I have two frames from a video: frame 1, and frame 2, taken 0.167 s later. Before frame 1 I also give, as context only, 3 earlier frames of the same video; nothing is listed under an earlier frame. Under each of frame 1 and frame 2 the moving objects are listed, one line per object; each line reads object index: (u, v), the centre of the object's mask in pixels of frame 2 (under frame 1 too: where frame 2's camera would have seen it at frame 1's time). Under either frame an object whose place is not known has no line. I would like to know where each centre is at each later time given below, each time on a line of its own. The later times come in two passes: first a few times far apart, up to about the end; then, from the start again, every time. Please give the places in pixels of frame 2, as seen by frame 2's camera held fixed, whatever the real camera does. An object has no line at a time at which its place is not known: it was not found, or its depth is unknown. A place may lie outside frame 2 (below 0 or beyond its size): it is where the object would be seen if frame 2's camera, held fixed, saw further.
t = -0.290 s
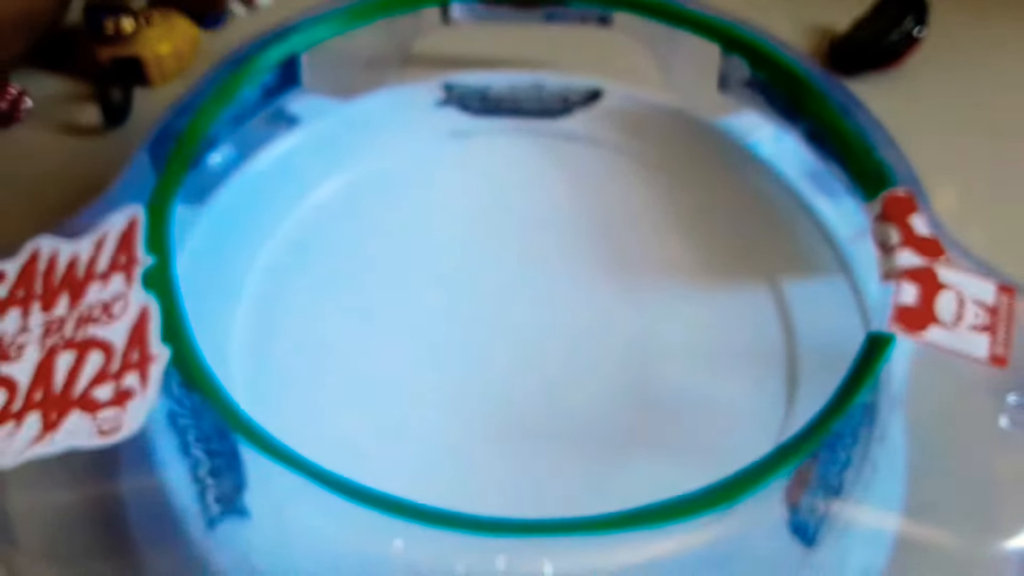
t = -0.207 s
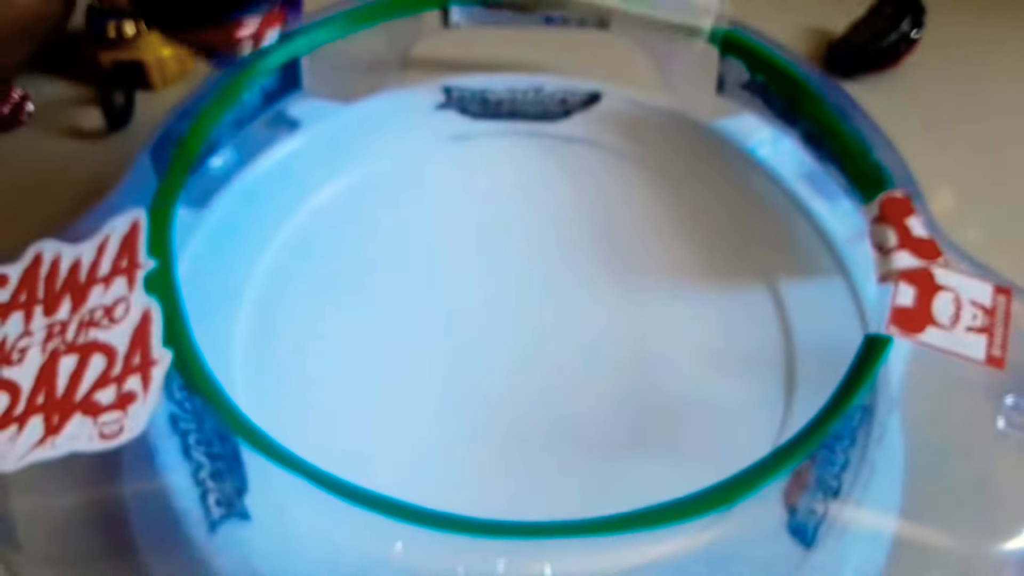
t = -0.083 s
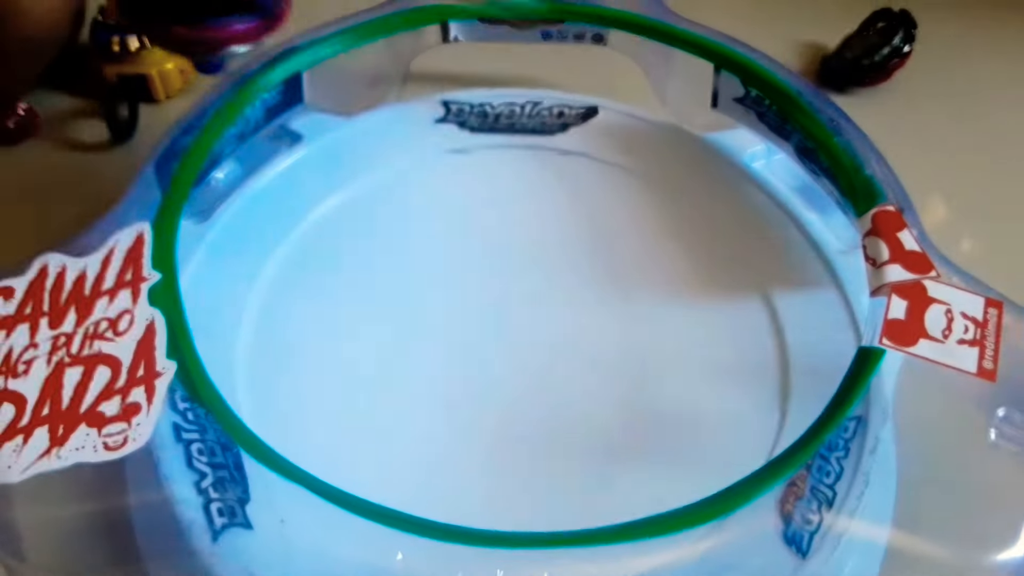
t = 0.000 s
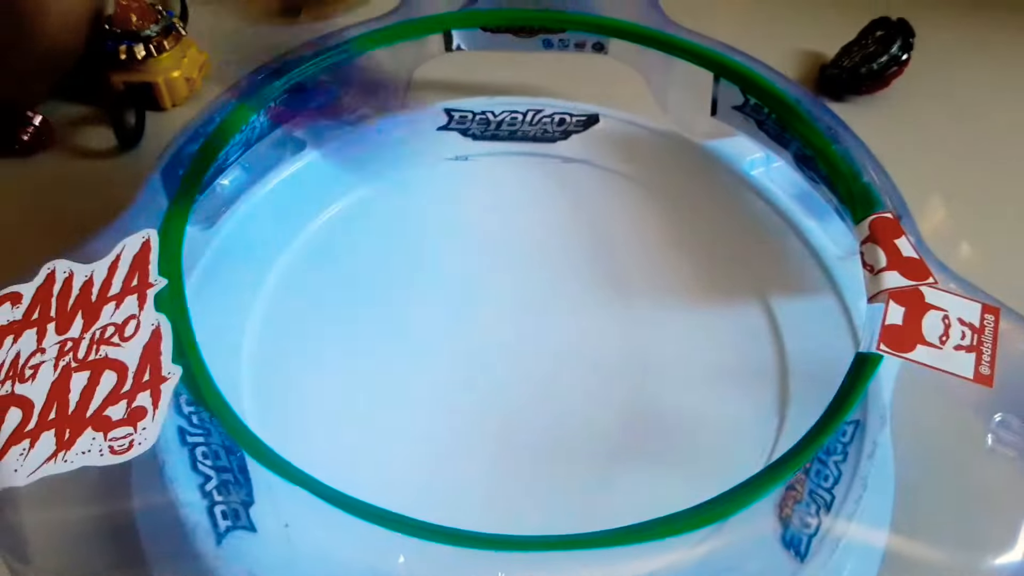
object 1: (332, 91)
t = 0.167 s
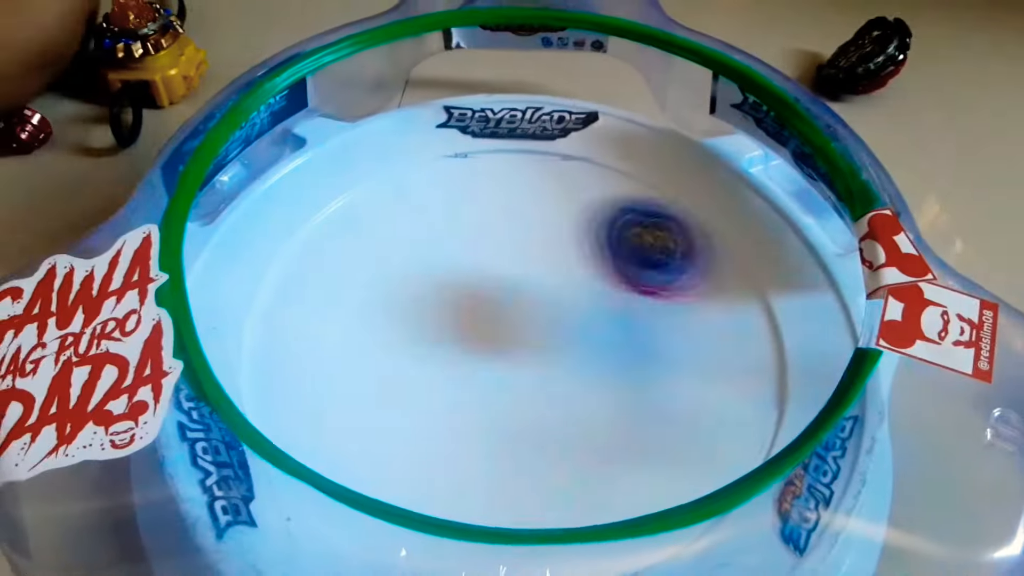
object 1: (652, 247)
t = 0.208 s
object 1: (703, 270)
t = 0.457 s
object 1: (741, 277)
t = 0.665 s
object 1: (598, 251)
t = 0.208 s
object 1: (703, 270)
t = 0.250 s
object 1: (749, 317)
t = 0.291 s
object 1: (769, 298)
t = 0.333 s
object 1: (777, 300)
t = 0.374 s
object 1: (779, 293)
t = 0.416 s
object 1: (763, 286)
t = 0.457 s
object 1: (741, 277)
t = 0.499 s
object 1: (713, 271)
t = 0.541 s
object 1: (685, 266)
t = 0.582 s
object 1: (654, 260)
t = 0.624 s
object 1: (625, 255)
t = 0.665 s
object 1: (598, 251)
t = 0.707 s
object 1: (576, 249)
